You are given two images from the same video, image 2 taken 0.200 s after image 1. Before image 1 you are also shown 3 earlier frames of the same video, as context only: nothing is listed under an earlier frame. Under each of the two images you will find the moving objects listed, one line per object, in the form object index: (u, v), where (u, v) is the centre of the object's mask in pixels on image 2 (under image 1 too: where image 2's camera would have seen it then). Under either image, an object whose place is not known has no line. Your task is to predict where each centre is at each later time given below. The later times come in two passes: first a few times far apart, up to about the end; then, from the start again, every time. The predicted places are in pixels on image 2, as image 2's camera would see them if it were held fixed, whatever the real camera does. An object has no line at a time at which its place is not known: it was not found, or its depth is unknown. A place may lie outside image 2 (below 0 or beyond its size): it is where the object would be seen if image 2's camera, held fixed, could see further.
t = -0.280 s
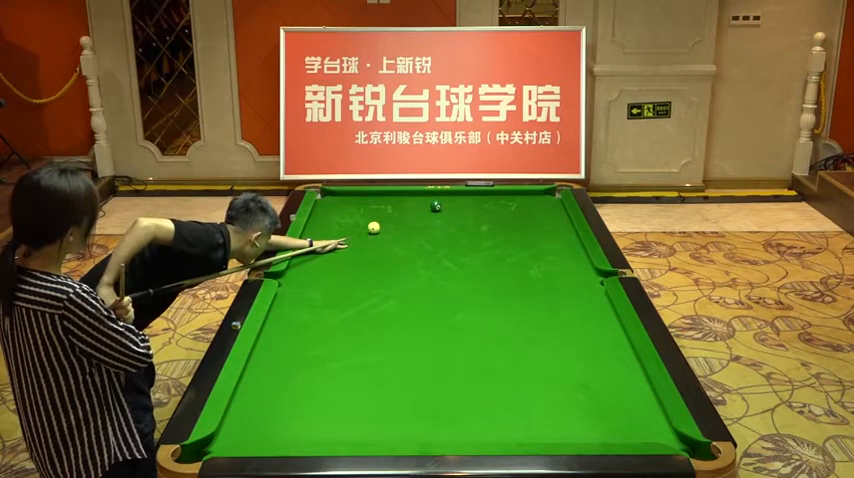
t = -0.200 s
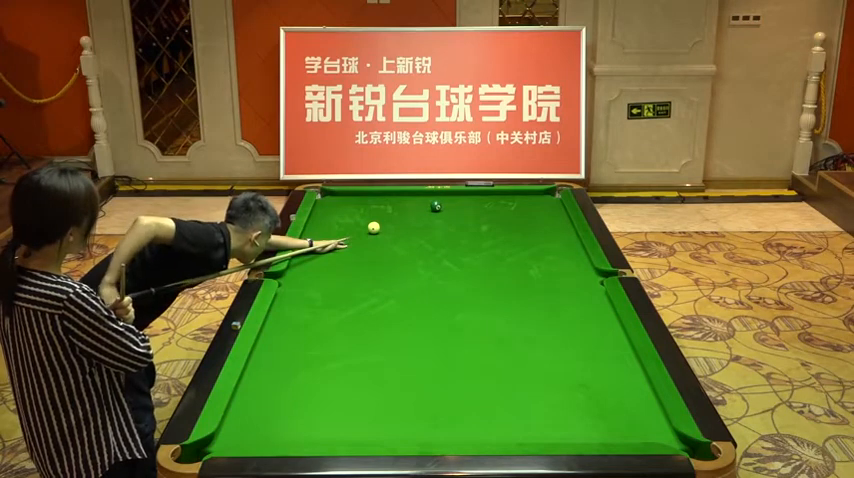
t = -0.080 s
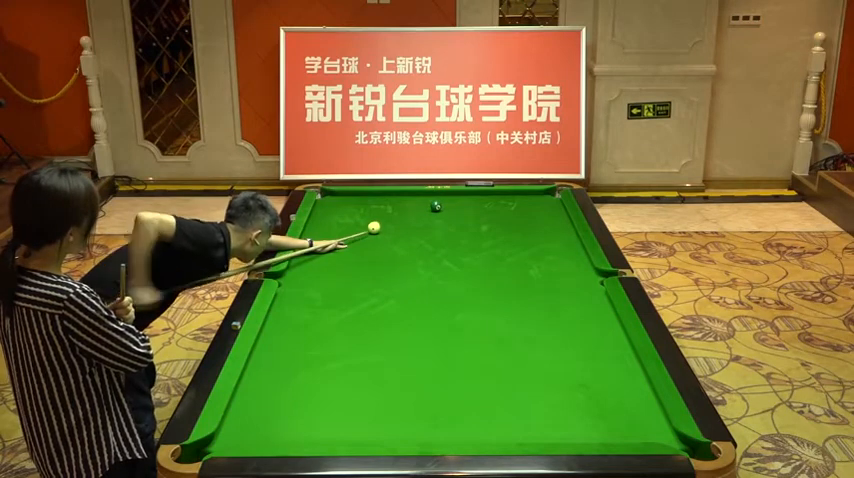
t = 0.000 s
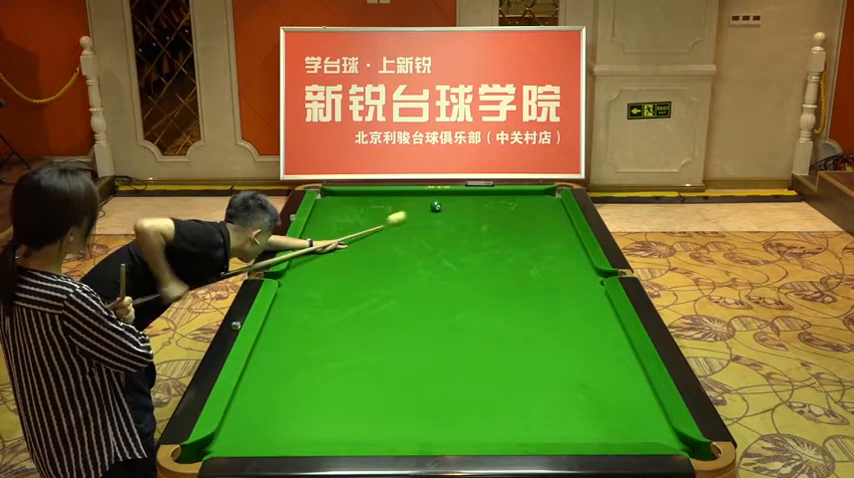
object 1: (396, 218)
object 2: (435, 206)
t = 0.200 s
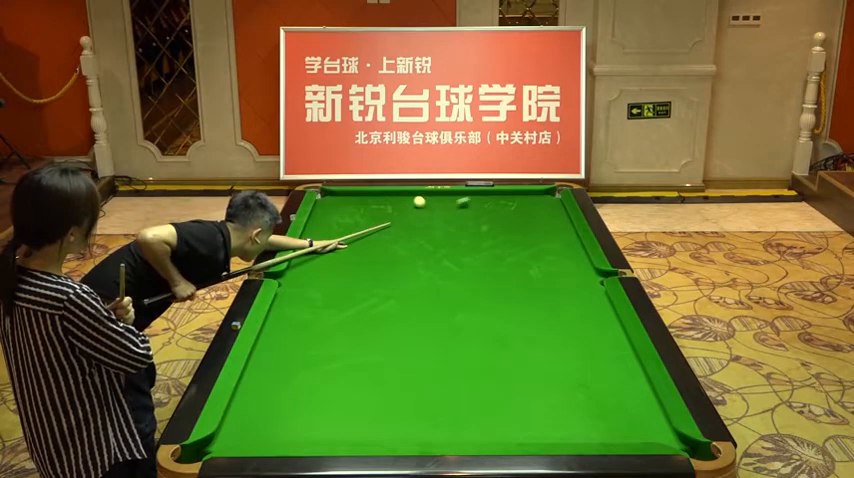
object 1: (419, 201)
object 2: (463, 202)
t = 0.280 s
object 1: (415, 198)
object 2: (482, 200)
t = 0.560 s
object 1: (399, 194)
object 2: (541, 192)
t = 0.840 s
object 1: (379, 199)
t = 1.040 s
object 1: (365, 204)
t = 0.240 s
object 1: (417, 200)
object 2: (474, 200)
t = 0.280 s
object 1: (415, 198)
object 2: (482, 200)
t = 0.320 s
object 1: (413, 197)
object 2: (492, 198)
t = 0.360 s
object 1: (411, 196)
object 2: (500, 197)
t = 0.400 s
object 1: (408, 195)
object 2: (509, 196)
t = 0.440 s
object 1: (406, 193)
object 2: (516, 195)
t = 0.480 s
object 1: (405, 192)
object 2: (525, 194)
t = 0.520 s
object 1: (402, 193)
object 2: (533, 193)
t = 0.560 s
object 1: (399, 194)
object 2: (541, 192)
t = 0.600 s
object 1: (396, 195)
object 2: (550, 191)
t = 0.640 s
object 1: (393, 195)
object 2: (556, 192)
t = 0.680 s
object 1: (390, 196)
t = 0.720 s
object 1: (388, 197)
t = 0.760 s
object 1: (385, 198)
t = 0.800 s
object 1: (382, 199)
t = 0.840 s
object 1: (379, 199)
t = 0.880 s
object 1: (376, 200)
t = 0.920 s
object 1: (373, 201)
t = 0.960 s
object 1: (370, 202)
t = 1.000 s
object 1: (367, 203)
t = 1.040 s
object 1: (365, 204)
